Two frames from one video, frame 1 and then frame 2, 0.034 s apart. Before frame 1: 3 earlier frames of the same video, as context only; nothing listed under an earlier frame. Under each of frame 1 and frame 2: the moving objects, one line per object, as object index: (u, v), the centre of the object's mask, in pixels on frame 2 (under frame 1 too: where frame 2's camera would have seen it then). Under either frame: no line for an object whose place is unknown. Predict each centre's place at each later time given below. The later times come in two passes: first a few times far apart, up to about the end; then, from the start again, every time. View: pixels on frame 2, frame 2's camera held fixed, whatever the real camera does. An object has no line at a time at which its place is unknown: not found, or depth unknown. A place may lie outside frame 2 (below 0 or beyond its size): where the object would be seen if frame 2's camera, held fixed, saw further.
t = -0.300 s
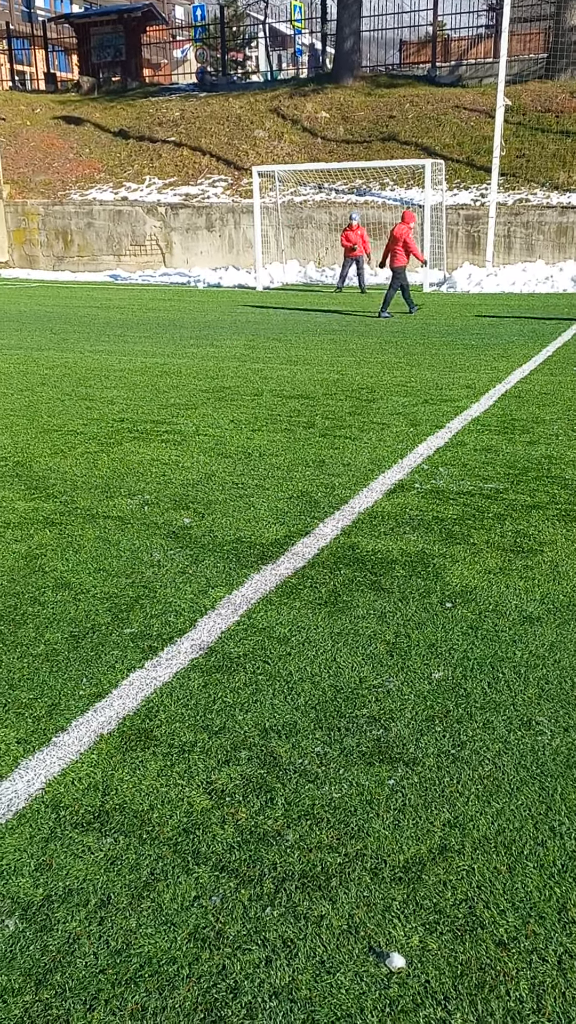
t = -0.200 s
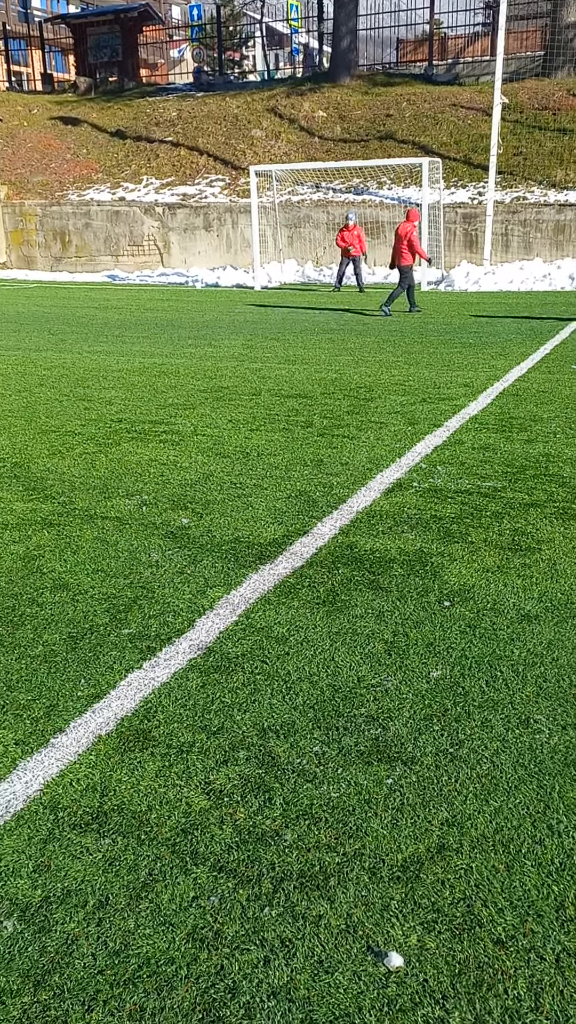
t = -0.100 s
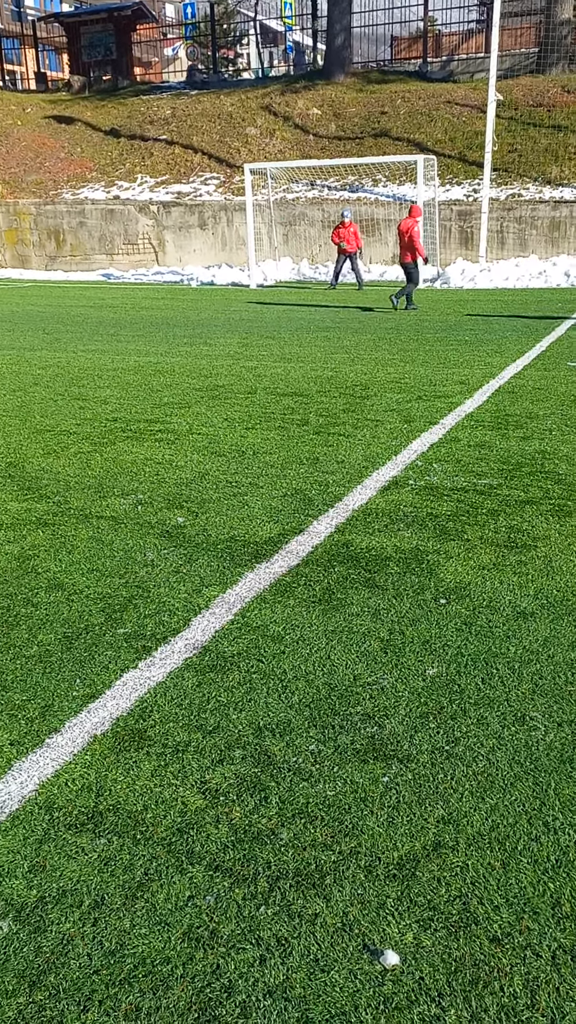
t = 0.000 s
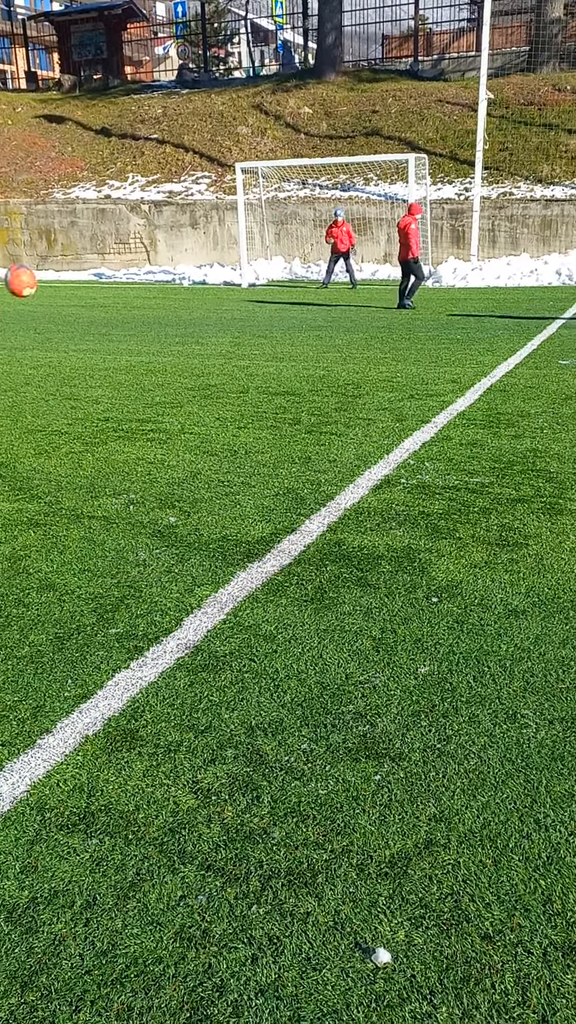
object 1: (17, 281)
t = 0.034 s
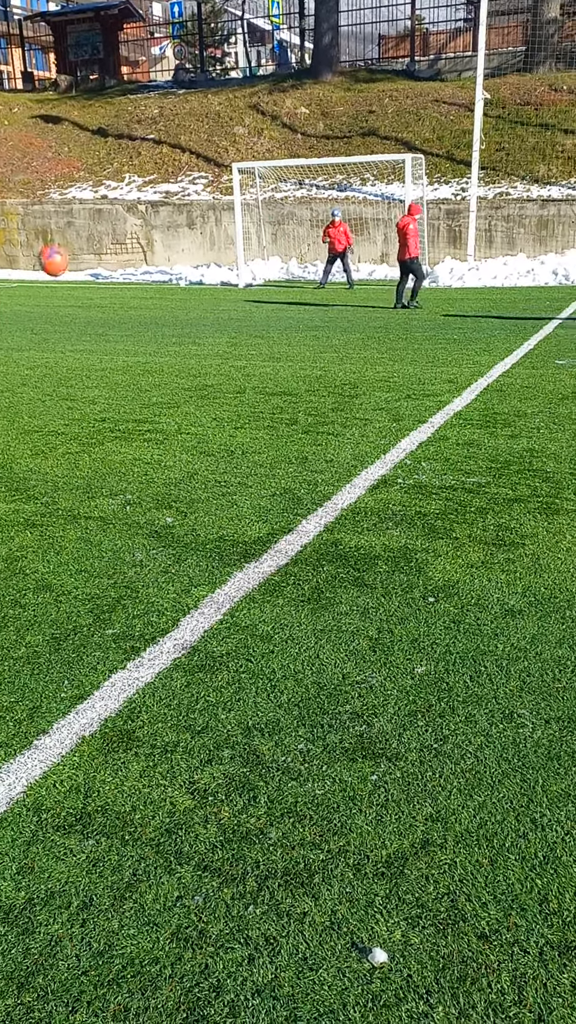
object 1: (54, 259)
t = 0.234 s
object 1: (210, 188)
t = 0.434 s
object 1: (302, 174)
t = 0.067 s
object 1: (87, 242)
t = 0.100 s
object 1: (117, 228)
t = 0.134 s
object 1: (144, 216)
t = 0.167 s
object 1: (168, 204)
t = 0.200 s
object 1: (190, 195)
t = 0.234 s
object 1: (210, 188)
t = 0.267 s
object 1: (228, 184)
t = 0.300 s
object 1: (245, 179)
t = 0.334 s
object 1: (262, 177)
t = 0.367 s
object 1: (276, 174)
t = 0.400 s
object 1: (290, 174)
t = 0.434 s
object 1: (302, 174)
